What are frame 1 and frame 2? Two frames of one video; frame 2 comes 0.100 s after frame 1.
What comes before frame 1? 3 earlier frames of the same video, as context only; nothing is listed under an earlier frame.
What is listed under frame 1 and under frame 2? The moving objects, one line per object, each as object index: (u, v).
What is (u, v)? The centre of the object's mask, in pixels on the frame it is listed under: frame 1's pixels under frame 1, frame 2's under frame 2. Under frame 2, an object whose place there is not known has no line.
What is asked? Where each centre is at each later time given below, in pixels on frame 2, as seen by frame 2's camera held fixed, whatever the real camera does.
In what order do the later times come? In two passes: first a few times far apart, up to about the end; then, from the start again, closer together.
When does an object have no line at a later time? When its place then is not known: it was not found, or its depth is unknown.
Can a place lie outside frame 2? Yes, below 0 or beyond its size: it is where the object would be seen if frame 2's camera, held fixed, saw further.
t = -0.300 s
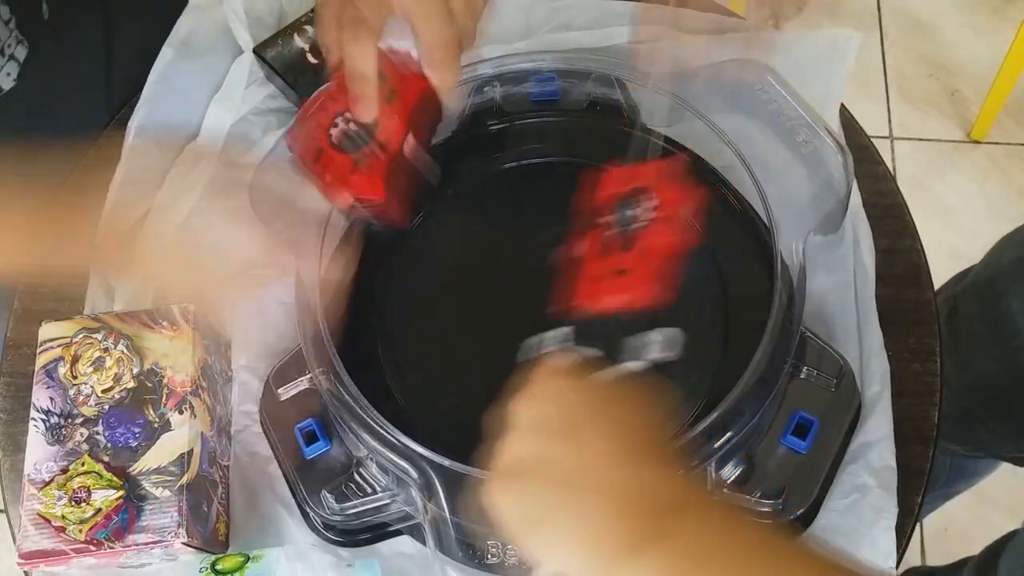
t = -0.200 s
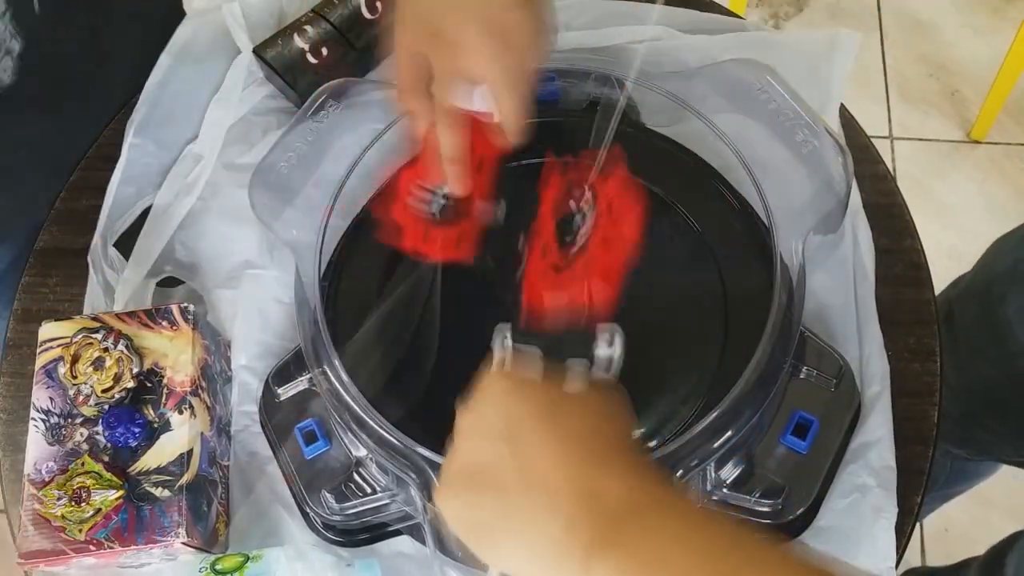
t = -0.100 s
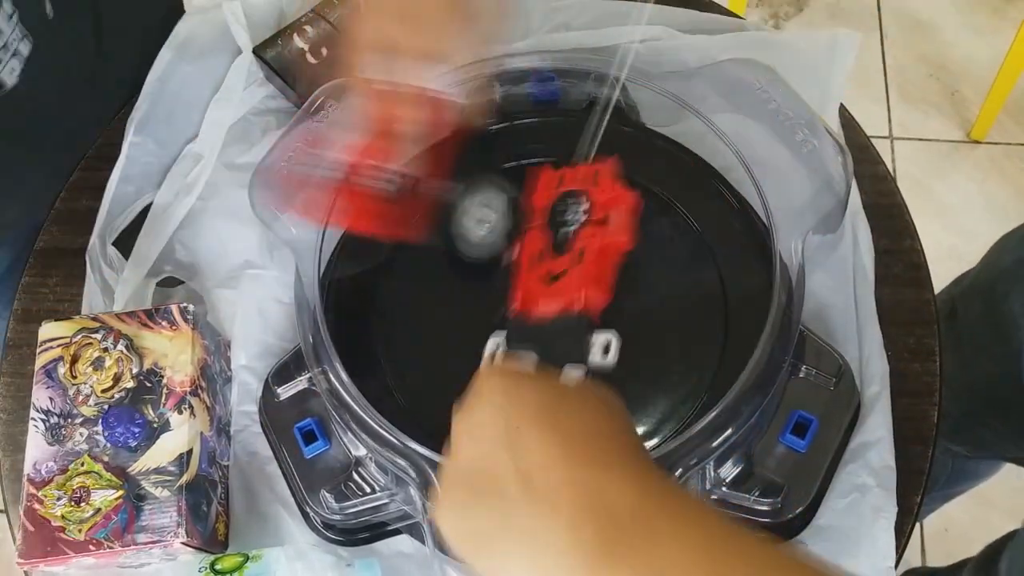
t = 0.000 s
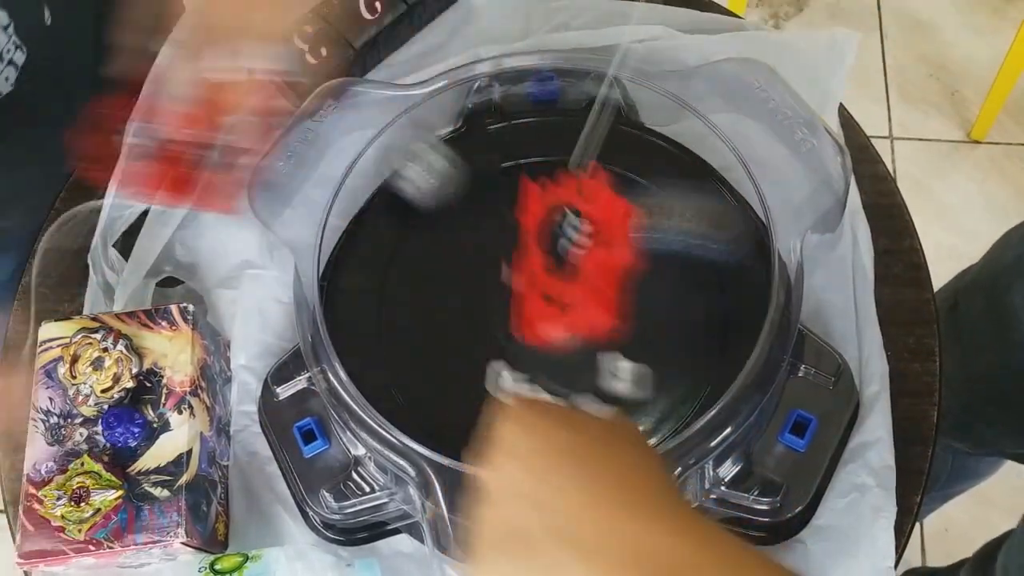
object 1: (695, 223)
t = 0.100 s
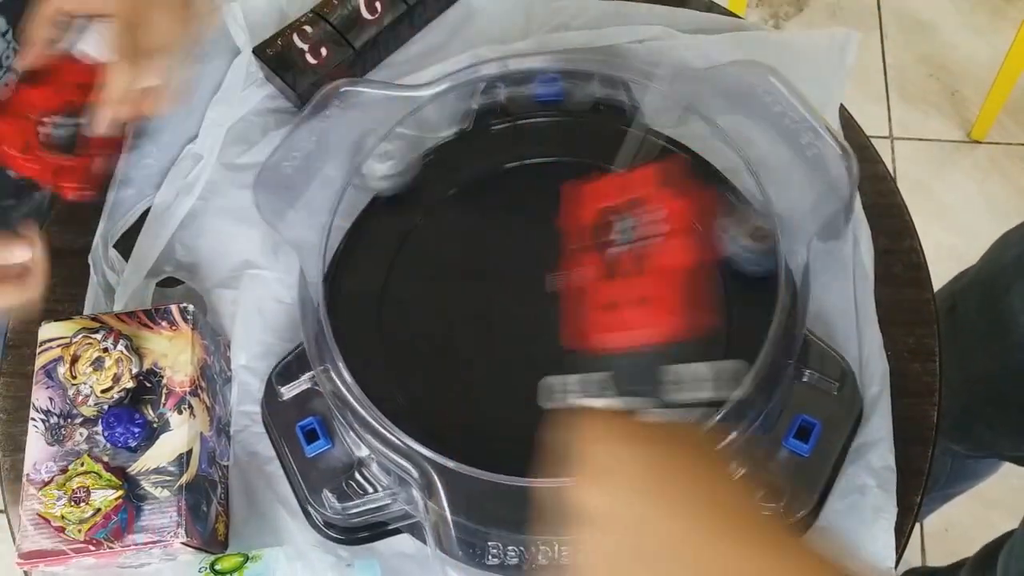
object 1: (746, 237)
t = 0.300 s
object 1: (564, 189)
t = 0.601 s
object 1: (440, 394)
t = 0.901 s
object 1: (610, 383)
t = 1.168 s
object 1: (565, 264)
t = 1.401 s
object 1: (480, 246)
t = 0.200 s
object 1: (627, 196)
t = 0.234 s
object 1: (624, 189)
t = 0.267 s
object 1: (601, 188)
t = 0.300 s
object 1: (564, 189)
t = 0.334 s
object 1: (533, 189)
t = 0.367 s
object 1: (504, 193)
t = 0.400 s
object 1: (475, 199)
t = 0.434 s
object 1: (449, 207)
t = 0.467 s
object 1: (431, 234)
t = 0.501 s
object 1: (426, 273)
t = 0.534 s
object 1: (425, 319)
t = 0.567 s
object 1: (432, 359)
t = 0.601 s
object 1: (440, 394)
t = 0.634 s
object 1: (454, 417)
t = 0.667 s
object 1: (479, 431)
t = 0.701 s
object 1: (504, 436)
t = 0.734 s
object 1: (530, 437)
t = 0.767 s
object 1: (552, 434)
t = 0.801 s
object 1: (572, 427)
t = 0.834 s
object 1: (588, 415)
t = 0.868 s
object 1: (601, 400)
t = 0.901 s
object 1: (610, 383)
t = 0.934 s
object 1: (614, 365)
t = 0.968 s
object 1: (615, 347)
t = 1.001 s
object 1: (612, 330)
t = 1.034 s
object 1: (607, 313)
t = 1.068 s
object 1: (598, 298)
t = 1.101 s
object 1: (588, 284)
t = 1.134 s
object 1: (578, 273)
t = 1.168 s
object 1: (565, 264)
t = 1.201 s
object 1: (552, 257)
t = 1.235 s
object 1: (538, 251)
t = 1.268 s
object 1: (526, 248)
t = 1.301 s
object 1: (513, 245)
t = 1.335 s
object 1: (501, 244)
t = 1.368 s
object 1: (489, 244)
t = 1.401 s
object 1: (480, 246)
